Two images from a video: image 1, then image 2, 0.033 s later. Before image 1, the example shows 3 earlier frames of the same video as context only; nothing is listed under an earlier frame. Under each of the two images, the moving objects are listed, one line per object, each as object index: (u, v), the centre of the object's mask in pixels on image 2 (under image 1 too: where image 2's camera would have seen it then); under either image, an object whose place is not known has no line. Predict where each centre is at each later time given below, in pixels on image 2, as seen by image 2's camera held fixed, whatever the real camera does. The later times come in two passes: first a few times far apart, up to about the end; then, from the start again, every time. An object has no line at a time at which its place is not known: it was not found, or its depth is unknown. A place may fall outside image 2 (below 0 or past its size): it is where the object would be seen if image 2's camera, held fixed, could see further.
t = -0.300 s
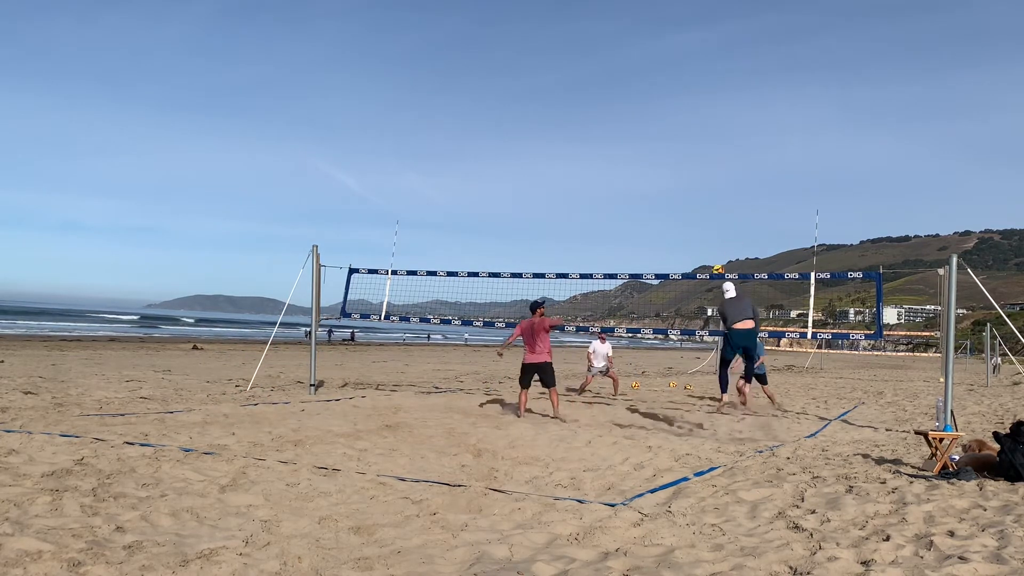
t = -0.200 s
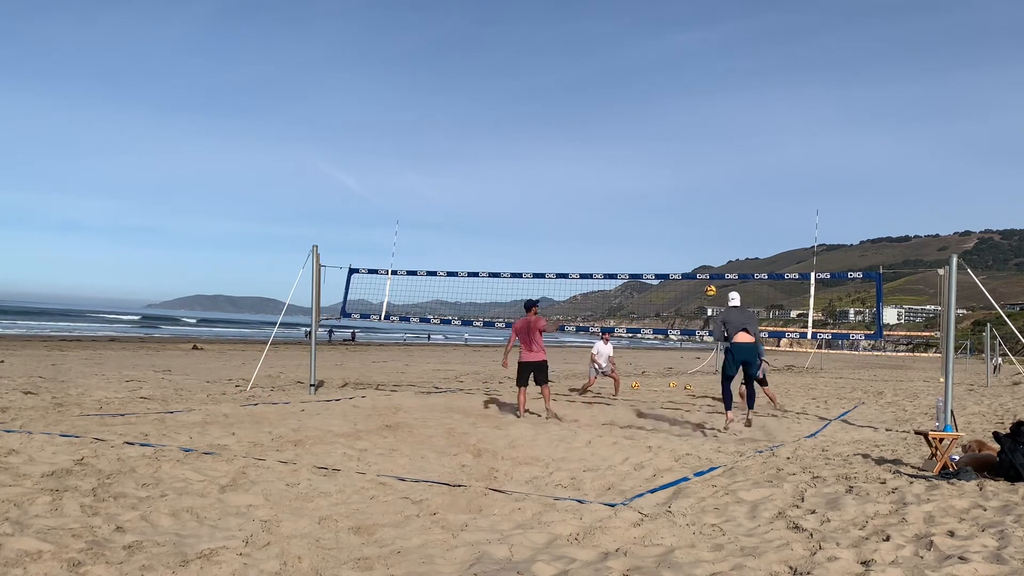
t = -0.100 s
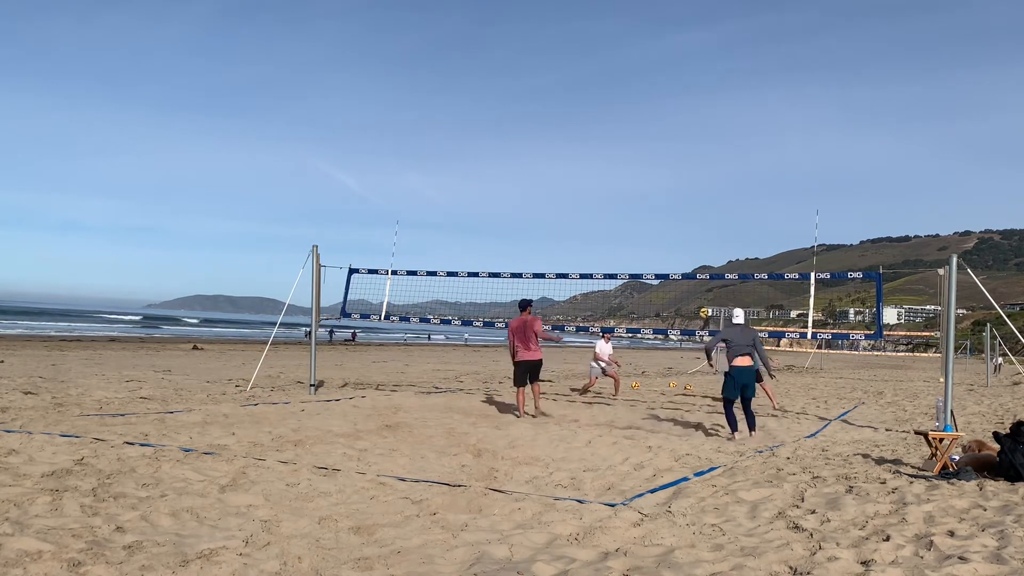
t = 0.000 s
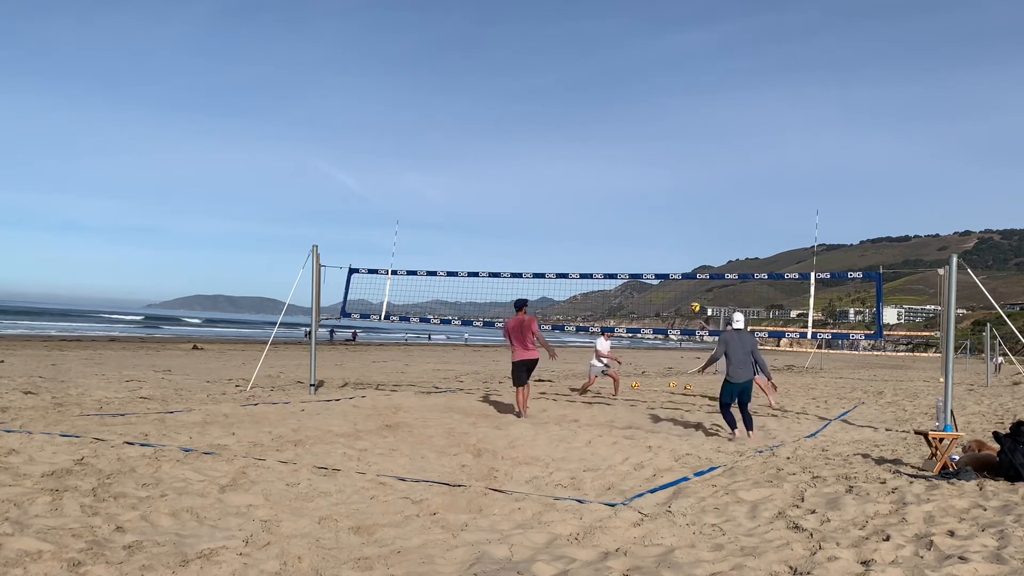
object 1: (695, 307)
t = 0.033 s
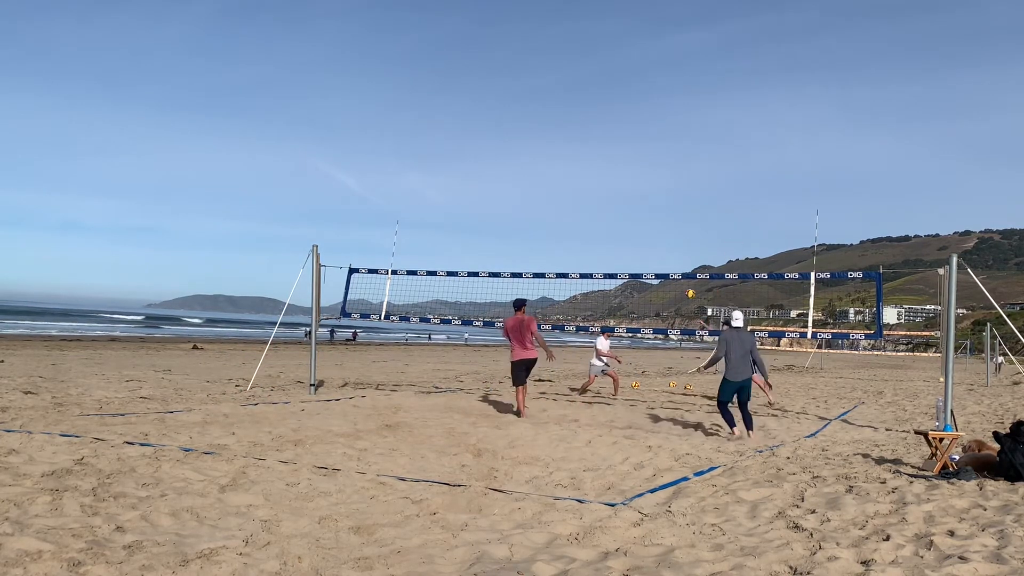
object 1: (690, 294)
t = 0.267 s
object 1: (657, 222)
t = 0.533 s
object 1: (621, 176)
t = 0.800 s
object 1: (585, 164)
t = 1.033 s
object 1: (555, 178)
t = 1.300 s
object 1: (521, 219)
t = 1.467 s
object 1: (501, 256)
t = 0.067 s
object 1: (685, 283)
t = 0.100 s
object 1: (680, 269)
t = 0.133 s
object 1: (676, 259)
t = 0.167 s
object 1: (671, 249)
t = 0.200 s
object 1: (666, 239)
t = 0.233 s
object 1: (662, 230)
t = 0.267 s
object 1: (657, 222)
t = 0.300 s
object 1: (653, 214)
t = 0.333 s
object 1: (648, 207)
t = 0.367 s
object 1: (644, 201)
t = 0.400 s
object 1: (639, 195)
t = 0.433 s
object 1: (635, 189)
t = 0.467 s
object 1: (630, 184)
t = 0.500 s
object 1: (626, 180)
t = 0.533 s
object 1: (621, 176)
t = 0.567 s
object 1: (617, 174)
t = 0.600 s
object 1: (612, 170)
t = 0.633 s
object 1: (608, 168)
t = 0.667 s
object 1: (603, 167)
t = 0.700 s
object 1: (599, 165)
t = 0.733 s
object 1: (594, 164)
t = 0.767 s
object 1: (590, 164)
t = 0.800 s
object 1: (585, 164)
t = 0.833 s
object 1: (581, 165)
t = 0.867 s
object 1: (577, 166)
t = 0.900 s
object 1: (572, 168)
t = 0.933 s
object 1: (568, 170)
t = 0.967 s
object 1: (564, 172)
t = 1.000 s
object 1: (560, 175)
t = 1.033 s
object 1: (555, 178)
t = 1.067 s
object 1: (551, 181)
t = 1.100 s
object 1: (546, 185)
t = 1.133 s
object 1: (542, 190)
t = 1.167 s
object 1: (538, 195)
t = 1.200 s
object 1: (533, 200)
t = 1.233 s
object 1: (529, 206)
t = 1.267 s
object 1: (525, 212)
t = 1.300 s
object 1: (521, 219)
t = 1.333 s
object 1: (517, 225)
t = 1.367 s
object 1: (513, 233)
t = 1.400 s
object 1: (509, 240)
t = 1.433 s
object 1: (505, 248)
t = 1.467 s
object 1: (501, 256)
